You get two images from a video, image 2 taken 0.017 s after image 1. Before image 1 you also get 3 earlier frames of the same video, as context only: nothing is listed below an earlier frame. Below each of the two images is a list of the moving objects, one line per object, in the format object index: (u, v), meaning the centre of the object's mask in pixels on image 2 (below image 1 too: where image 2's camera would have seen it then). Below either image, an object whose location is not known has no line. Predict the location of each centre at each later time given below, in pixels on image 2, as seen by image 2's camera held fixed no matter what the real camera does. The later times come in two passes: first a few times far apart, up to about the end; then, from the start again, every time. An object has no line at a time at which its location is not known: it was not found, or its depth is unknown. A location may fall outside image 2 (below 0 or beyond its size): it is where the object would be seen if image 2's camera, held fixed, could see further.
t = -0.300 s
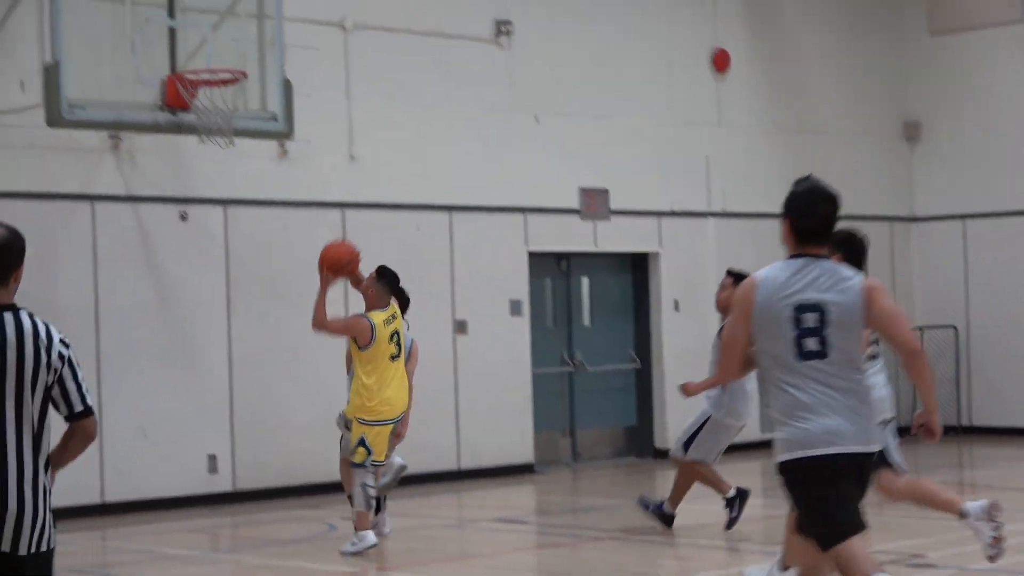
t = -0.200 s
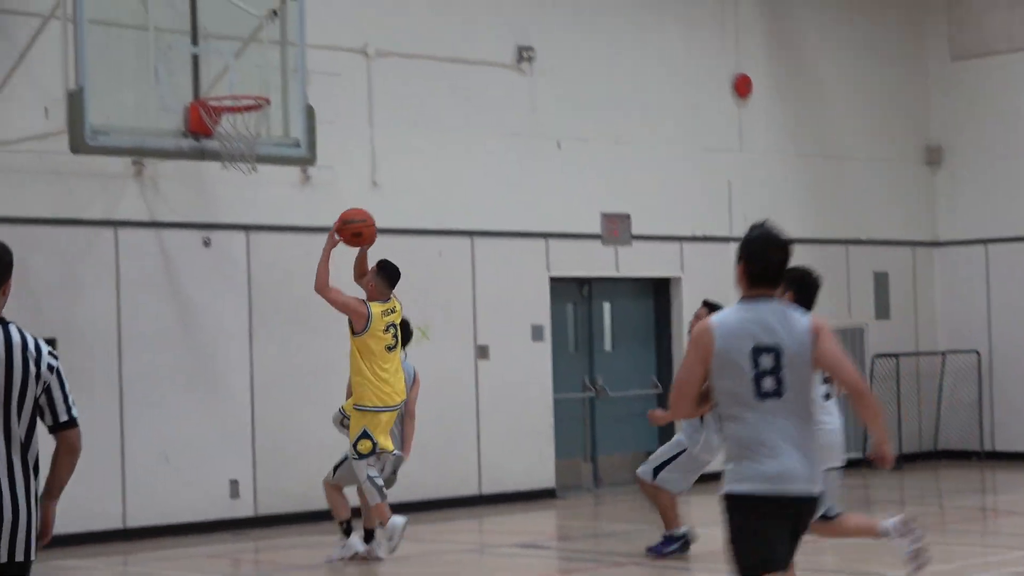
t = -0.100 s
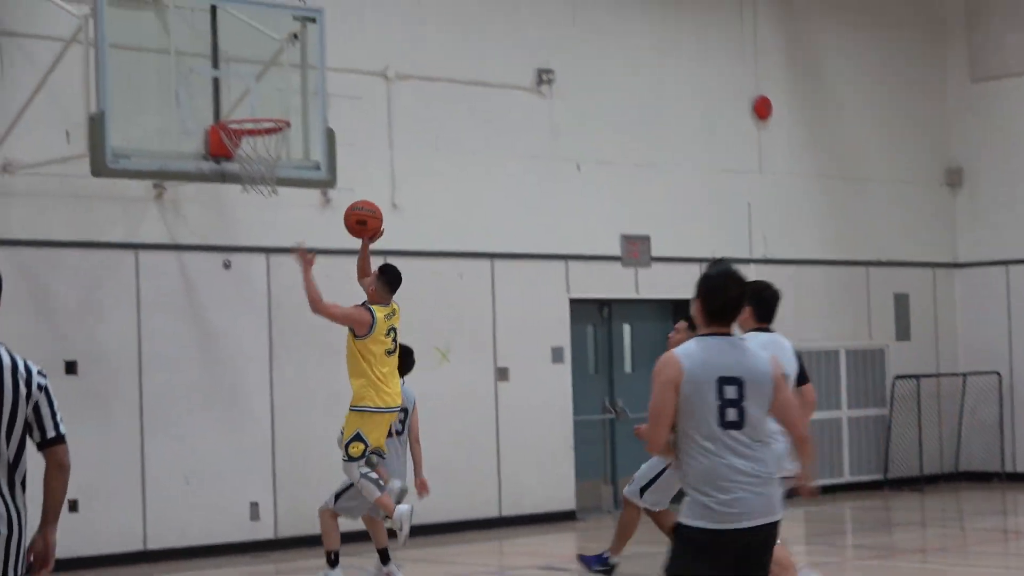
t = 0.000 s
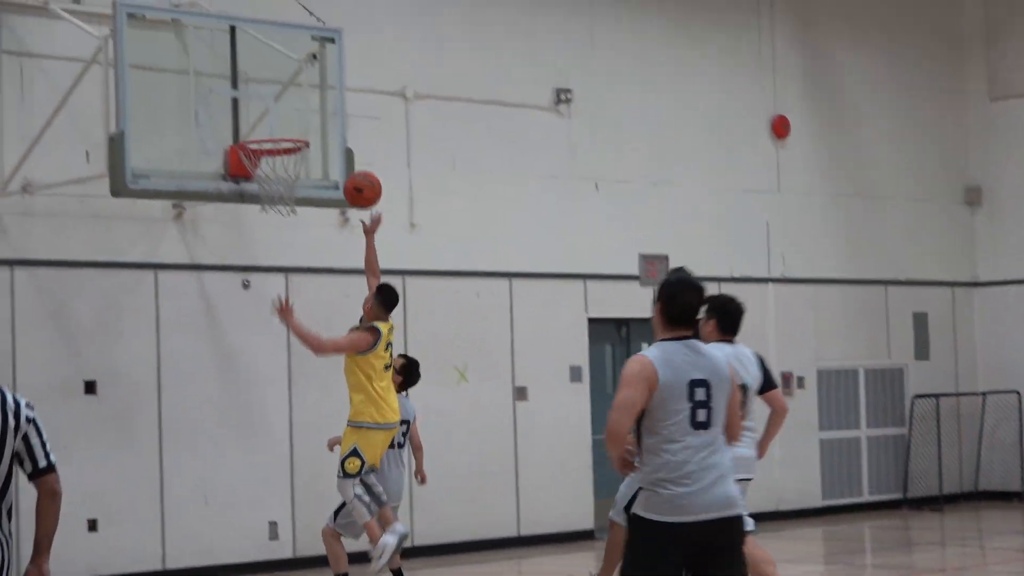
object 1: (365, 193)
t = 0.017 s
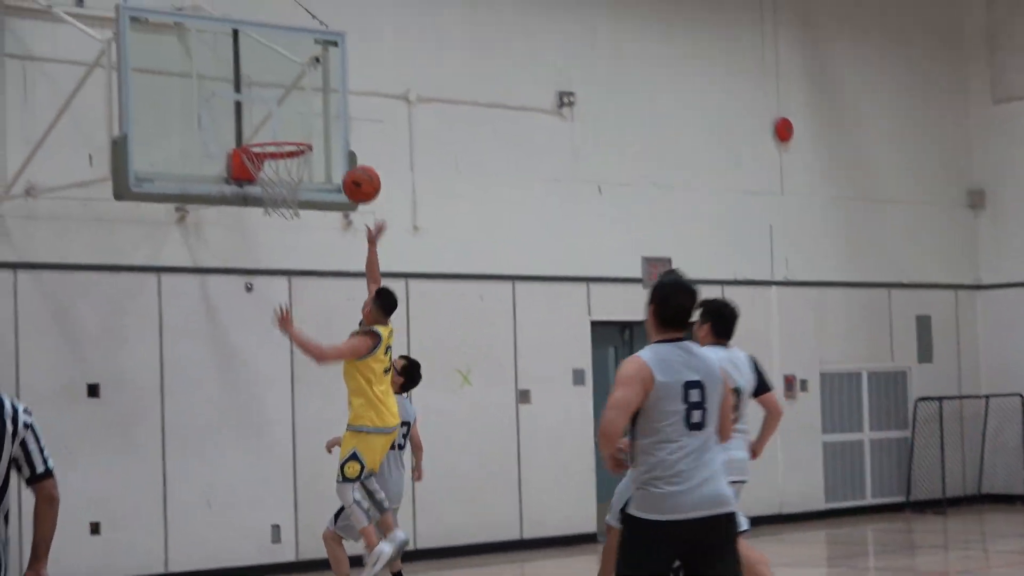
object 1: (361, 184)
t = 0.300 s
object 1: (298, 111)
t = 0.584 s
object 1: (259, 134)
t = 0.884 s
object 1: (299, 129)
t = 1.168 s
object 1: (282, 127)
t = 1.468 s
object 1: (260, 148)
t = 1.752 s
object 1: (294, 189)
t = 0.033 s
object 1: (358, 176)
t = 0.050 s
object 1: (354, 169)
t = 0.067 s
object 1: (350, 162)
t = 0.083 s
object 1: (346, 155)
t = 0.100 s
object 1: (342, 149)
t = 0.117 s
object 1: (338, 143)
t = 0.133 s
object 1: (335, 138)
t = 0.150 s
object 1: (331, 133)
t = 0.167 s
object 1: (327, 129)
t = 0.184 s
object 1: (323, 125)
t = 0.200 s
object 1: (319, 122)
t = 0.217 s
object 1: (316, 119)
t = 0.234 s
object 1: (312, 116)
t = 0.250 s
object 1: (309, 114)
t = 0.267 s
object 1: (305, 113)
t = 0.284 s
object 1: (301, 112)
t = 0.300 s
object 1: (298, 111)
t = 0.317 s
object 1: (295, 110)
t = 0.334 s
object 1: (291, 110)
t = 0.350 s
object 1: (288, 111)
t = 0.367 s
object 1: (284, 112)
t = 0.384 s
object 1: (281, 113)
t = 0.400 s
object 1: (277, 114)
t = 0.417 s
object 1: (274, 117)
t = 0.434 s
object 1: (271, 119)
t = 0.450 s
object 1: (267, 122)
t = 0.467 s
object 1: (264, 126)
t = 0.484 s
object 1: (261, 128)
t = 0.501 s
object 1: (258, 131)
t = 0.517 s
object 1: (258, 132)
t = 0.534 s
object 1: (258, 131)
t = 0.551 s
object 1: (259, 132)
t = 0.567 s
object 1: (259, 133)
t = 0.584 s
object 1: (259, 134)
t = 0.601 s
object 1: (260, 135)
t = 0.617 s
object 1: (264, 142)
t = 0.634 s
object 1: (267, 138)
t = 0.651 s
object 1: (271, 138)
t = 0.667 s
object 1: (275, 138)
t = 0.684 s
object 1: (277, 141)
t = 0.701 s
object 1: (281, 142)
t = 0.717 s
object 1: (283, 141)
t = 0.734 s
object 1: (286, 139)
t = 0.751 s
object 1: (288, 133)
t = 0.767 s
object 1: (290, 132)
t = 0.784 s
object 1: (293, 132)
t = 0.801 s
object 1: (295, 132)
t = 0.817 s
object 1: (297, 132)
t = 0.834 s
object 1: (298, 131)
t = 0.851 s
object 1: (298, 130)
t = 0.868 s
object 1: (299, 130)
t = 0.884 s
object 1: (299, 129)
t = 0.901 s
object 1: (299, 129)
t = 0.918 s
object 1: (299, 129)
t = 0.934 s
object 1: (299, 128)
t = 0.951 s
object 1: (298, 128)
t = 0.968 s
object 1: (297, 128)
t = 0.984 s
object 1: (297, 128)
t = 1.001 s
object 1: (296, 128)
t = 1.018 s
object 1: (295, 127)
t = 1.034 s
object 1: (294, 127)
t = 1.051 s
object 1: (293, 127)
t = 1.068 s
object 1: (292, 127)
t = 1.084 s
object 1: (290, 127)
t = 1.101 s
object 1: (289, 127)
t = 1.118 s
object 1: (287, 127)
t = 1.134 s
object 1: (286, 127)
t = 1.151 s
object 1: (284, 127)
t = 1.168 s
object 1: (282, 127)
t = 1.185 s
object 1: (280, 127)
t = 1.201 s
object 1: (278, 128)
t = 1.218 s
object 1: (276, 128)
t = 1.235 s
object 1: (274, 128)
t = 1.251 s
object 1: (272, 128)
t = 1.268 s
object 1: (270, 130)
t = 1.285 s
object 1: (269, 132)
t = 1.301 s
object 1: (266, 133)
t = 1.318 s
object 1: (265, 134)
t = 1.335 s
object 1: (263, 135)
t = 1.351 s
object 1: (262, 134)
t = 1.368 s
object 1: (259, 133)
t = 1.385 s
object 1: (260, 136)
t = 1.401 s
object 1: (259, 139)
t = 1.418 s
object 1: (258, 142)
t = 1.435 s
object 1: (258, 144)
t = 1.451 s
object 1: (259, 146)
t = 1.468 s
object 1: (260, 148)
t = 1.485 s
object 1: (261, 150)
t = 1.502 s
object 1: (264, 153)
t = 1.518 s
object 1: (265, 155)
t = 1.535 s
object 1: (267, 158)
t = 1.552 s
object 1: (269, 161)
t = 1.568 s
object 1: (272, 164)
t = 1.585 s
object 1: (274, 168)
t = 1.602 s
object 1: (278, 172)
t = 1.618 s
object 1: (280, 176)
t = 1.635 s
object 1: (282, 178)
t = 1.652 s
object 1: (284, 181)
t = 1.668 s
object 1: (286, 182)
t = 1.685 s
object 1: (288, 184)
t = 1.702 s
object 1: (290, 185)
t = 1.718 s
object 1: (291, 186)
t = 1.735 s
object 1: (293, 187)
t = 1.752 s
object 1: (294, 189)
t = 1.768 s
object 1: (295, 191)
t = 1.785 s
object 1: (296, 193)
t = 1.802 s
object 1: (297, 195)
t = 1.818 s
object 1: (298, 198)
